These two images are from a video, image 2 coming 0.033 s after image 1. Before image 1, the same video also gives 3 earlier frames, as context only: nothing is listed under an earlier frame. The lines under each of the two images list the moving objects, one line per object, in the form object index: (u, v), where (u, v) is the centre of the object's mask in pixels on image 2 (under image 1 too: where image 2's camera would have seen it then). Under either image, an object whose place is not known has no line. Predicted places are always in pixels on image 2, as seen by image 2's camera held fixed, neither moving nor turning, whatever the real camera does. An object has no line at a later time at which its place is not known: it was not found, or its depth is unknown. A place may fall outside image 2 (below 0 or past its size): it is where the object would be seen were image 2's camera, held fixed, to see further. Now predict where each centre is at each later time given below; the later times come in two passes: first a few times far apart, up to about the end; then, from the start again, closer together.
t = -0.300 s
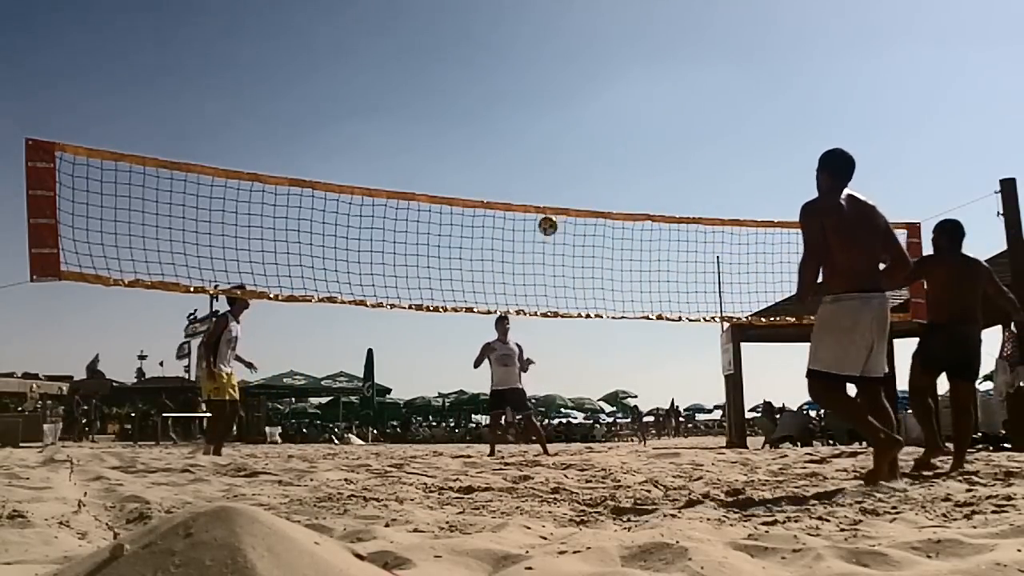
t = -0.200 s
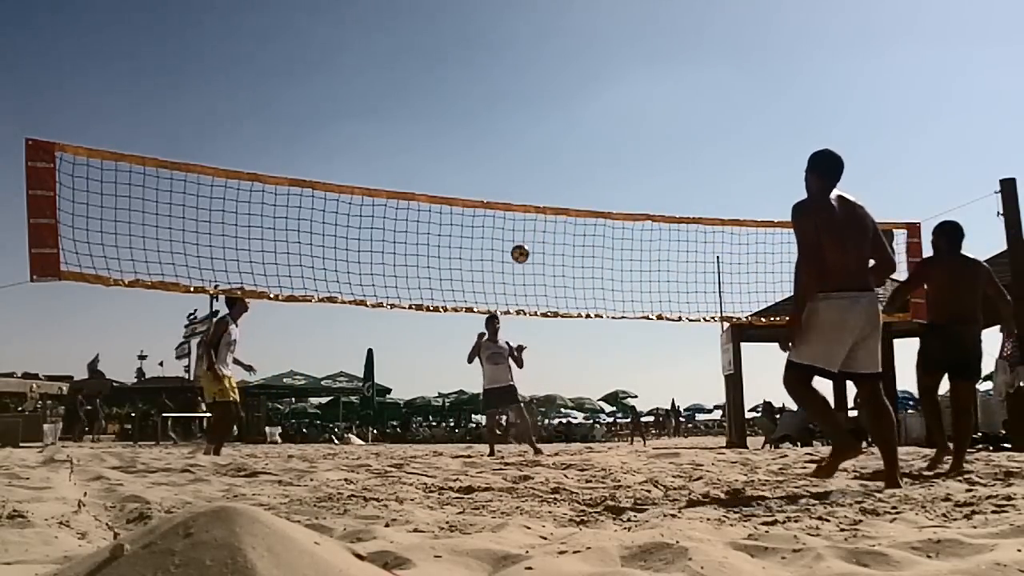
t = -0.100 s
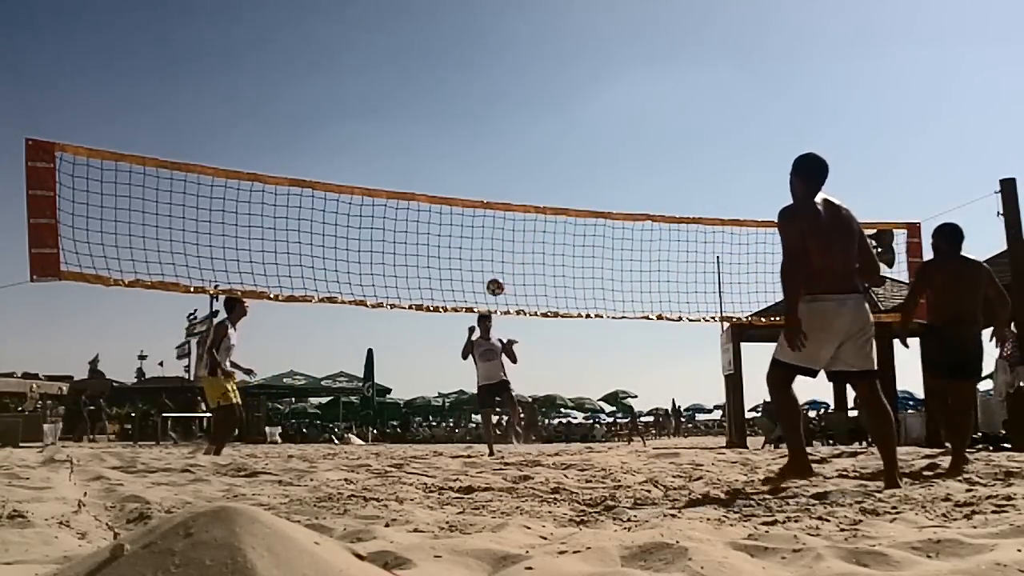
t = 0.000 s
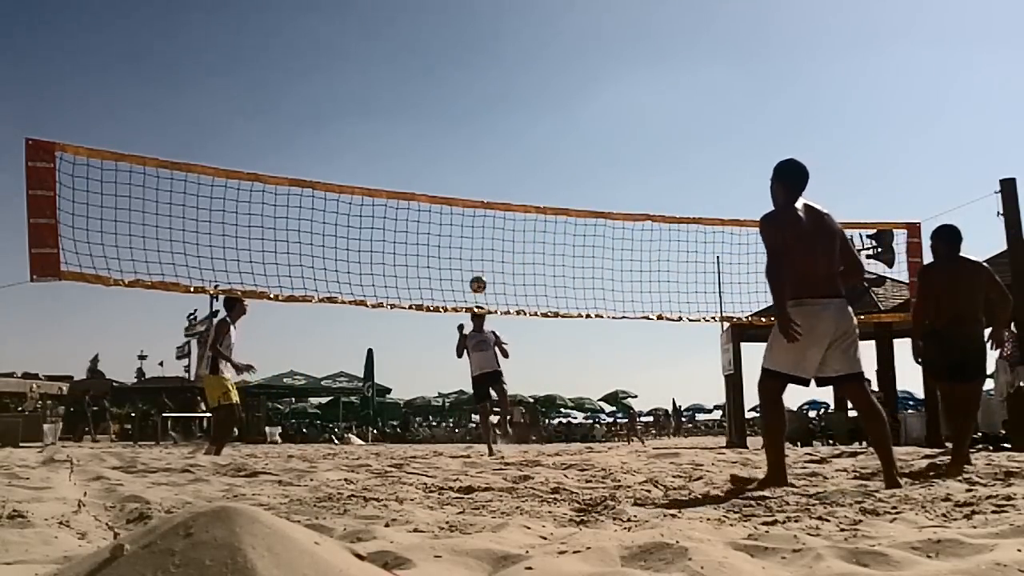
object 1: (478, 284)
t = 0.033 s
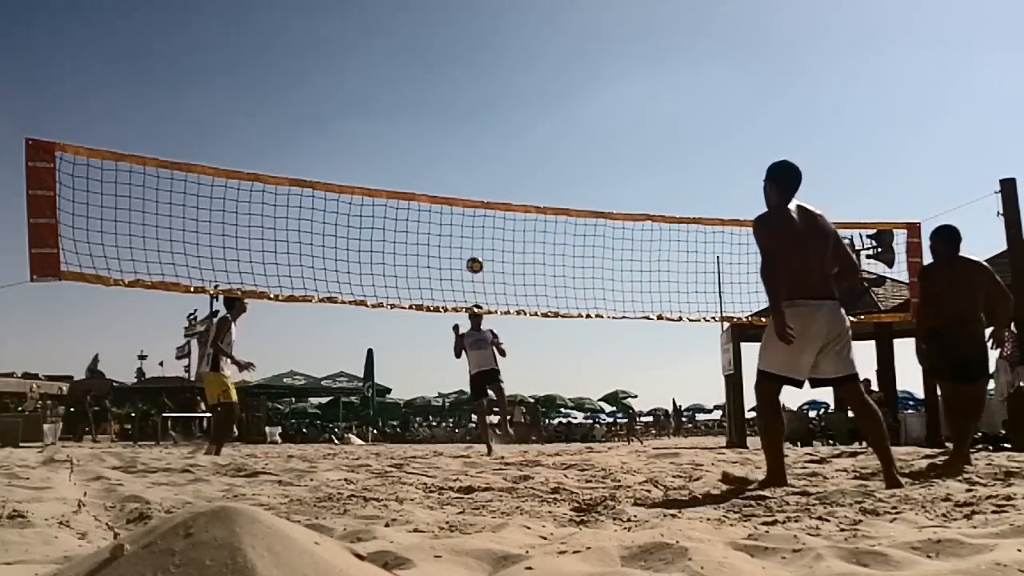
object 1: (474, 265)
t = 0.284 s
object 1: (448, 147)
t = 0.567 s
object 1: (418, 67)
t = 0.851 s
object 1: (384, 48)
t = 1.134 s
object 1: (348, 97)
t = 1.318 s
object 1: (322, 169)
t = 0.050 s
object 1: (472, 256)
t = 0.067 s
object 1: (471, 247)
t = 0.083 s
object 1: (469, 238)
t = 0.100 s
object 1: (467, 229)
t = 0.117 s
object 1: (466, 221)
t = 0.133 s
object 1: (464, 214)
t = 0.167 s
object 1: (461, 193)
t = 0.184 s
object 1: (459, 189)
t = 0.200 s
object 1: (457, 181)
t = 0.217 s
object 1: (455, 174)
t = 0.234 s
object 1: (454, 167)
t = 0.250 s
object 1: (452, 160)
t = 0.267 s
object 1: (451, 153)
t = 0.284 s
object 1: (448, 147)
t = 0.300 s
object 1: (447, 140)
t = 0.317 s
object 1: (445, 135)
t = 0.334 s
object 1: (443, 128)
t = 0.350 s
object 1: (442, 122)
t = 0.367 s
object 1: (439, 117)
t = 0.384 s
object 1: (438, 112)
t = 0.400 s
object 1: (436, 107)
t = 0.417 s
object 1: (434, 102)
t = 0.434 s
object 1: (432, 97)
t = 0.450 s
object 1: (430, 93)
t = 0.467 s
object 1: (428, 88)
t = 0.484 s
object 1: (427, 84)
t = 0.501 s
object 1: (425, 80)
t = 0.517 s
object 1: (423, 77)
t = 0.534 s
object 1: (421, 73)
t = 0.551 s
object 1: (419, 70)
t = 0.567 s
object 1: (418, 67)
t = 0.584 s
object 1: (416, 64)
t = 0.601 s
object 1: (413, 61)
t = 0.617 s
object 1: (411, 59)
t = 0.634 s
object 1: (410, 57)
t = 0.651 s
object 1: (408, 55)
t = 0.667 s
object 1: (406, 53)
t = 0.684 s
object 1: (404, 51)
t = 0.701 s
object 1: (402, 50)
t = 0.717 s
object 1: (400, 49)
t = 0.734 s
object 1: (398, 48)
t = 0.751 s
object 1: (396, 47)
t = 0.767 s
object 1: (394, 47)
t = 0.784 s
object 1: (392, 46)
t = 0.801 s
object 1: (390, 47)
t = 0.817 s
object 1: (388, 47)
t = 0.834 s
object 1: (386, 47)
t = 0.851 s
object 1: (384, 48)
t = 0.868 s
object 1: (382, 49)
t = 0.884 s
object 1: (380, 50)
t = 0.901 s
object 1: (378, 51)
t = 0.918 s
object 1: (376, 53)
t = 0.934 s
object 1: (374, 54)
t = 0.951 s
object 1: (372, 57)
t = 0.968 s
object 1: (369, 59)
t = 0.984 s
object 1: (368, 62)
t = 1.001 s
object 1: (365, 64)
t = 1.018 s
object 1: (363, 68)
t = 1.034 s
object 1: (361, 71)
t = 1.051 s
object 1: (359, 75)
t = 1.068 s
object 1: (357, 79)
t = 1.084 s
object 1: (355, 83)
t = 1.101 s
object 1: (352, 87)
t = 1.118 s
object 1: (350, 92)
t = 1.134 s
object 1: (348, 97)
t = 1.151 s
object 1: (345, 102)
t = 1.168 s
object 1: (344, 107)
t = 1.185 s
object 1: (341, 113)
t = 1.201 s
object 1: (339, 119)
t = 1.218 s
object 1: (336, 125)
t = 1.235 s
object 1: (334, 132)
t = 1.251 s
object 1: (332, 139)
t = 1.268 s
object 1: (329, 146)
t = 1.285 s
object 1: (327, 153)
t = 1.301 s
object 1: (325, 161)
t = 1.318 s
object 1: (322, 169)
